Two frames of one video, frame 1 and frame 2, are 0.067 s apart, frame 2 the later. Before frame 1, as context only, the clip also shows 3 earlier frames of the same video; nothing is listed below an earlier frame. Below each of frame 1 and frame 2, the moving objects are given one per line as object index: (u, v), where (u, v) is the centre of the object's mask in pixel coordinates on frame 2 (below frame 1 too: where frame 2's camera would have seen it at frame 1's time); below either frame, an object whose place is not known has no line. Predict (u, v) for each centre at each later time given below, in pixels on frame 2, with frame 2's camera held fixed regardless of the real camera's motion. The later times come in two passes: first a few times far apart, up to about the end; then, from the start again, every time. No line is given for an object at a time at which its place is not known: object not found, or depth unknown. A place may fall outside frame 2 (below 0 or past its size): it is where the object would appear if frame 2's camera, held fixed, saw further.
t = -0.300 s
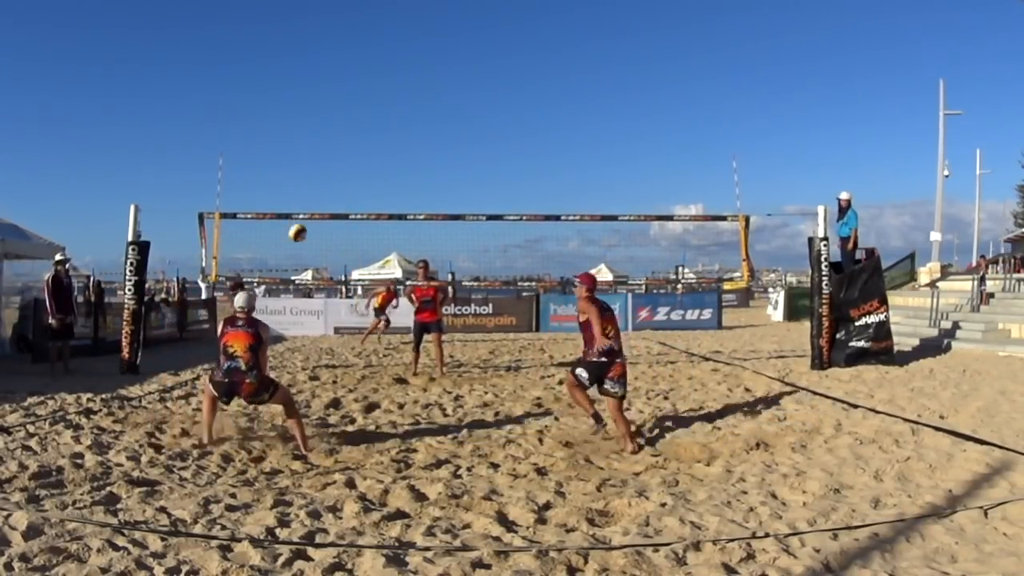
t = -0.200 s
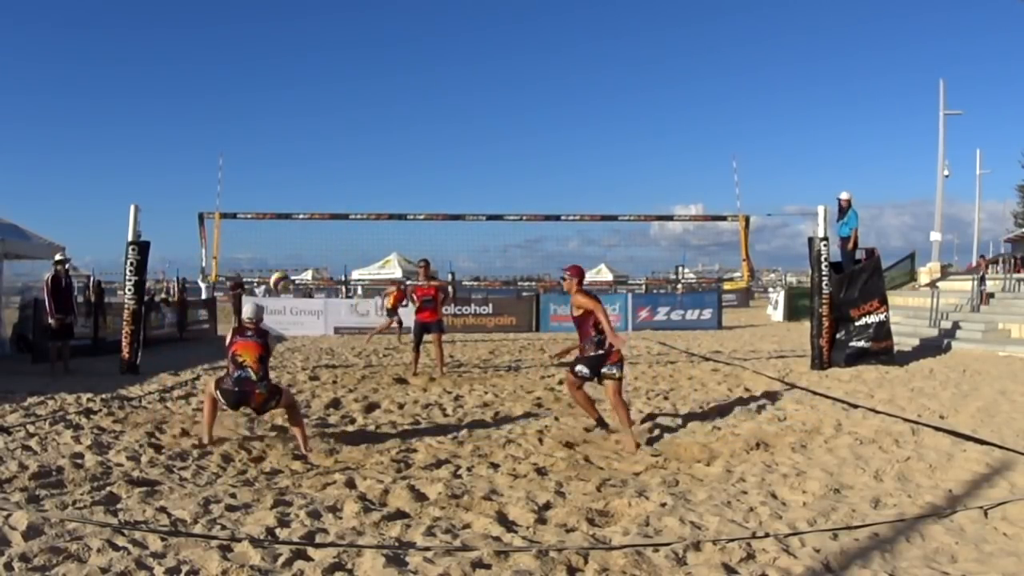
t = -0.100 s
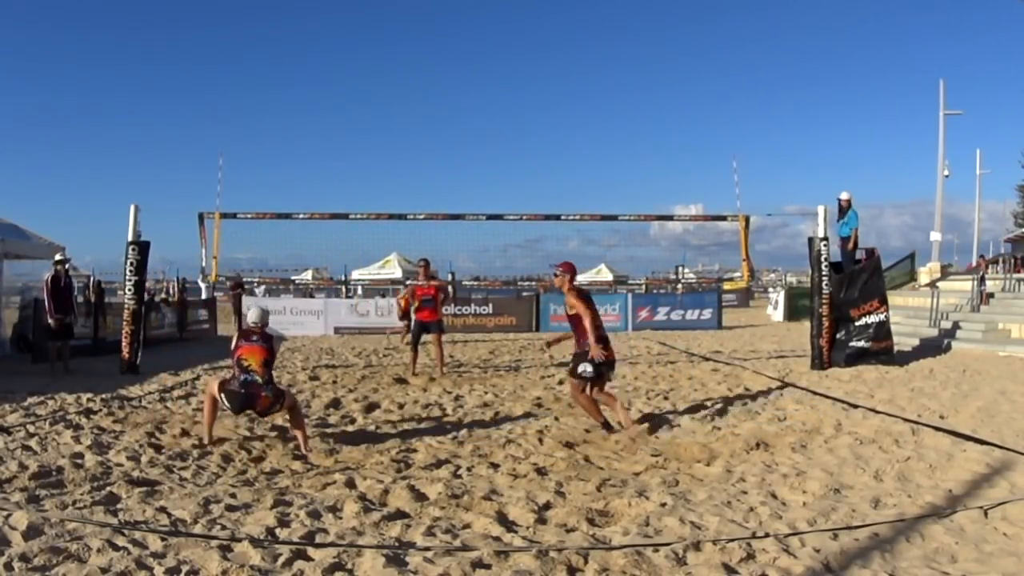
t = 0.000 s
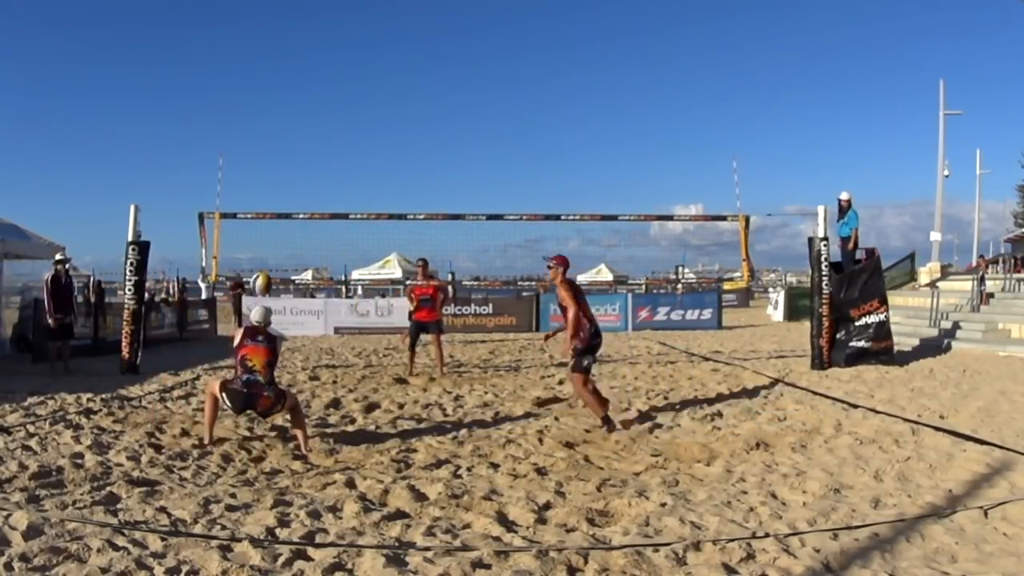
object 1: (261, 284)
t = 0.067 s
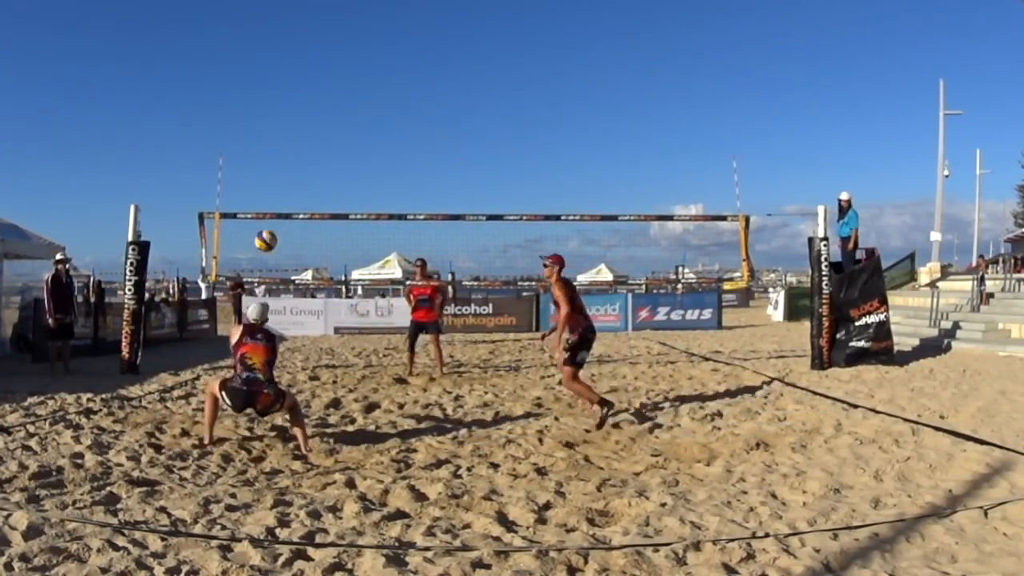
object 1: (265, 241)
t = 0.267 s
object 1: (280, 145)
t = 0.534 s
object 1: (296, 91)
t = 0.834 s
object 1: (309, 110)
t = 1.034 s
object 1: (316, 164)
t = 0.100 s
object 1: (268, 221)
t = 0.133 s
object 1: (270, 203)
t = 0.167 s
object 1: (272, 186)
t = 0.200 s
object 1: (275, 171)
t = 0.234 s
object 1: (277, 158)
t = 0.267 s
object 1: (280, 145)
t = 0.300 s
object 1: (282, 135)
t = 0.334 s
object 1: (284, 124)
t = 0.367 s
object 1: (286, 116)
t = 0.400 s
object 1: (288, 108)
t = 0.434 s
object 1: (290, 102)
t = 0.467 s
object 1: (292, 98)
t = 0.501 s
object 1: (294, 94)
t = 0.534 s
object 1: (296, 91)
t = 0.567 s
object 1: (298, 88)
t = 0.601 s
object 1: (299, 88)
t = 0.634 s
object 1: (301, 88)
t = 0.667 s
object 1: (302, 90)
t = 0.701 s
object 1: (304, 92)
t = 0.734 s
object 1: (305, 95)
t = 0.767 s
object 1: (306, 99)
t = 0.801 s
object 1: (308, 104)
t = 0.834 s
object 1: (309, 110)
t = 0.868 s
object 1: (310, 117)
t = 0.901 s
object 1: (311, 124)
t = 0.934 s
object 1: (312, 133)
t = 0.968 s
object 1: (313, 143)
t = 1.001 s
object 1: (314, 153)
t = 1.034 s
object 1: (316, 164)
